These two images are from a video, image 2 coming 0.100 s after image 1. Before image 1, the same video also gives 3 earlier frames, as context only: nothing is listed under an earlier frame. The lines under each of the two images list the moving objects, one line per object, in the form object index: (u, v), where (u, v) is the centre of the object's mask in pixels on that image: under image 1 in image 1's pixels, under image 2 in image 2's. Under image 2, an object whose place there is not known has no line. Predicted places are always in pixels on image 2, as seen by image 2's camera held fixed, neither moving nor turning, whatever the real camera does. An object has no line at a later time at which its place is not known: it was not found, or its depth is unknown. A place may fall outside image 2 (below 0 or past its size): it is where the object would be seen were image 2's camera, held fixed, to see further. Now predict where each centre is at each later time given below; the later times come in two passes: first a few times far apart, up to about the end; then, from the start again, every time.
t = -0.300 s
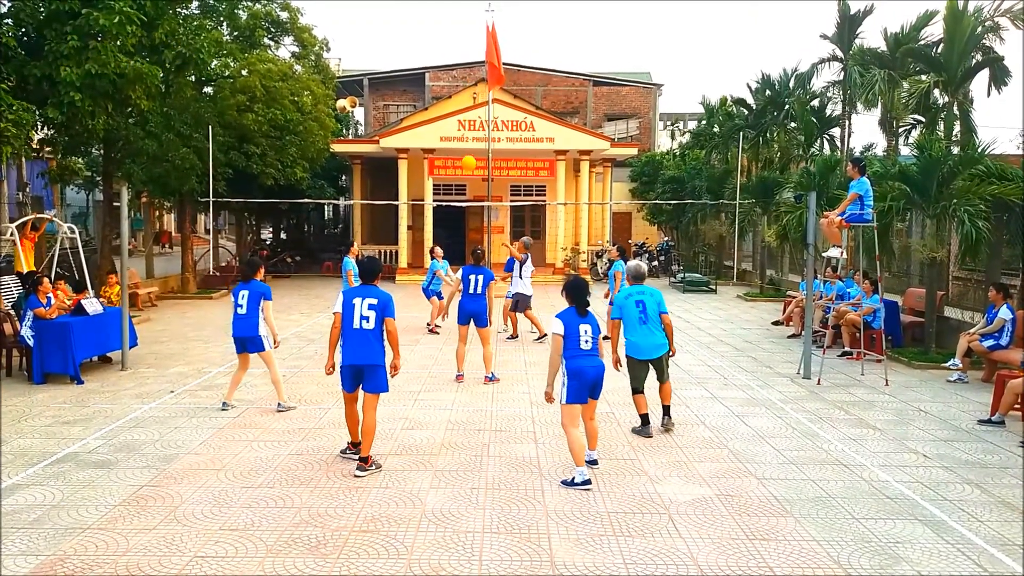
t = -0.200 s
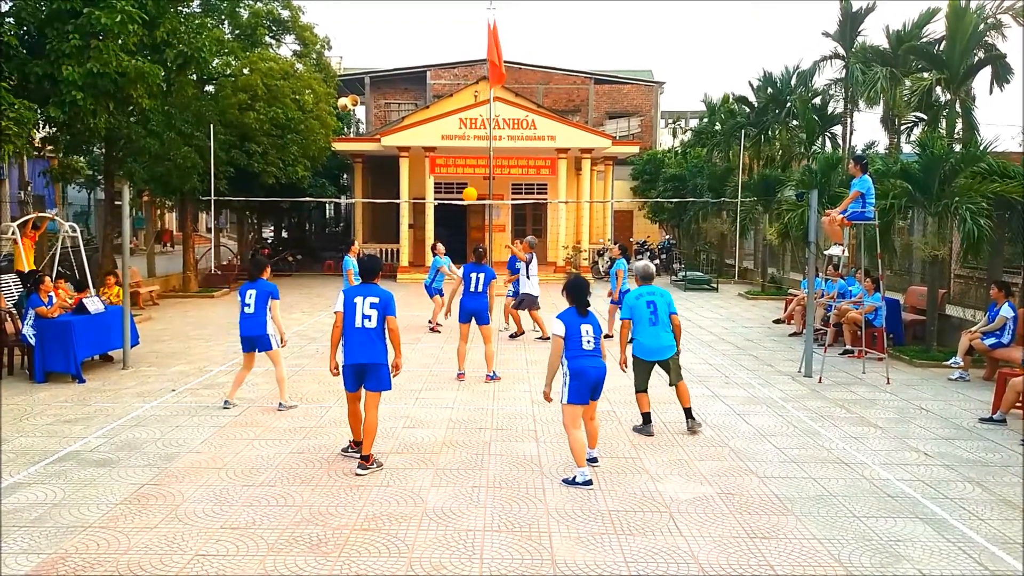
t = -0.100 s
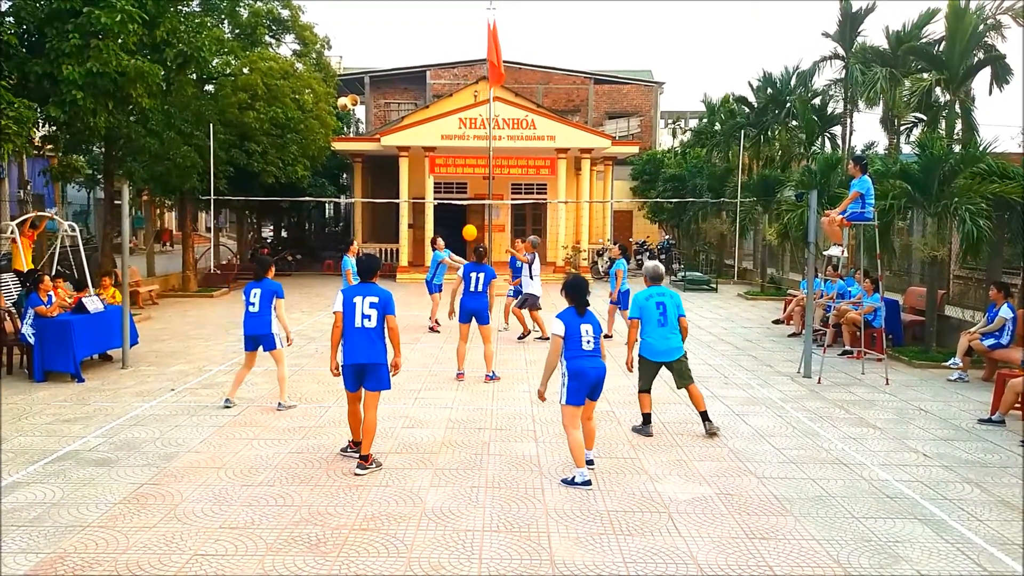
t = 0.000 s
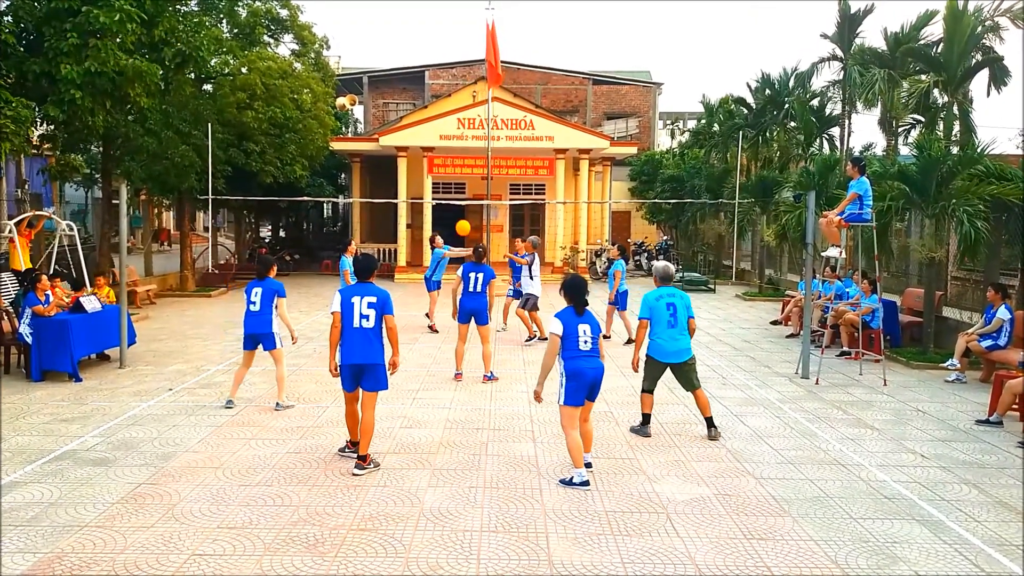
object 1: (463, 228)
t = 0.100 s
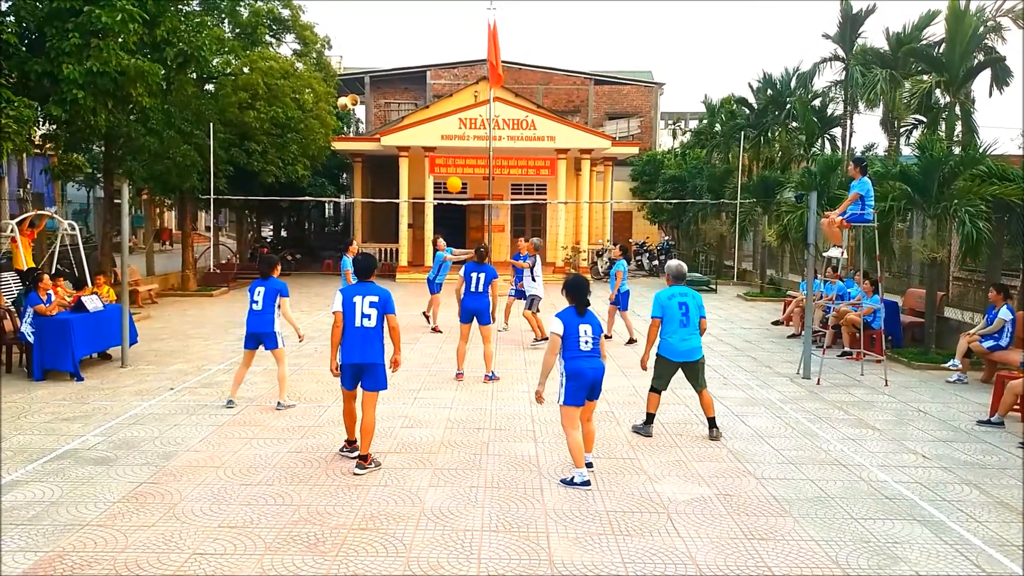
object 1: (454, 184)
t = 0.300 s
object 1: (432, 108)
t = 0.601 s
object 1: (405, 32)
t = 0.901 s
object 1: (373, 13)
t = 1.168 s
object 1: (342, 63)
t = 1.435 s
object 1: (312, 190)
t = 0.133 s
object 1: (450, 171)
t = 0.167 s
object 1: (447, 157)
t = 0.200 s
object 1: (443, 145)
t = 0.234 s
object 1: (439, 132)
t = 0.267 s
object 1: (435, 119)
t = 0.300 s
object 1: (432, 108)
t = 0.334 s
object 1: (429, 97)
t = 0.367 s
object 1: (426, 87)
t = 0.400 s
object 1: (423, 77)
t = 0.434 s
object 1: (420, 69)
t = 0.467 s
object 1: (417, 60)
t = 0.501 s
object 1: (414, 52)
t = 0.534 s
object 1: (411, 44)
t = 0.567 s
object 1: (408, 38)
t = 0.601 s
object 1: (405, 32)
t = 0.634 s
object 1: (402, 27)
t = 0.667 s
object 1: (399, 22)
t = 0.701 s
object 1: (395, 18)
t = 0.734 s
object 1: (392, 15)
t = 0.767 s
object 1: (388, 13)
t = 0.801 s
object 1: (385, 12)
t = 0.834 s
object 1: (381, 11)
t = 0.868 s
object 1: (377, 12)
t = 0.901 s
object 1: (373, 13)
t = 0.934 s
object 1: (369, 15)
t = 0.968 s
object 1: (365, 19)
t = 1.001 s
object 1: (362, 23)
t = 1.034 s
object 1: (358, 29)
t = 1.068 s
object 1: (354, 36)
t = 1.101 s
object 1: (351, 44)
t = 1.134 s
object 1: (347, 53)
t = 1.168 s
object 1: (342, 63)
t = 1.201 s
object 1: (339, 74)
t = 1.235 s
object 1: (335, 86)
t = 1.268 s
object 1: (330, 100)
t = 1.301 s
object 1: (326, 115)
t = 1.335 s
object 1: (323, 132)
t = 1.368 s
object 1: (319, 150)
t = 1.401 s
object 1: (315, 169)
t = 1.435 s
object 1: (312, 190)
